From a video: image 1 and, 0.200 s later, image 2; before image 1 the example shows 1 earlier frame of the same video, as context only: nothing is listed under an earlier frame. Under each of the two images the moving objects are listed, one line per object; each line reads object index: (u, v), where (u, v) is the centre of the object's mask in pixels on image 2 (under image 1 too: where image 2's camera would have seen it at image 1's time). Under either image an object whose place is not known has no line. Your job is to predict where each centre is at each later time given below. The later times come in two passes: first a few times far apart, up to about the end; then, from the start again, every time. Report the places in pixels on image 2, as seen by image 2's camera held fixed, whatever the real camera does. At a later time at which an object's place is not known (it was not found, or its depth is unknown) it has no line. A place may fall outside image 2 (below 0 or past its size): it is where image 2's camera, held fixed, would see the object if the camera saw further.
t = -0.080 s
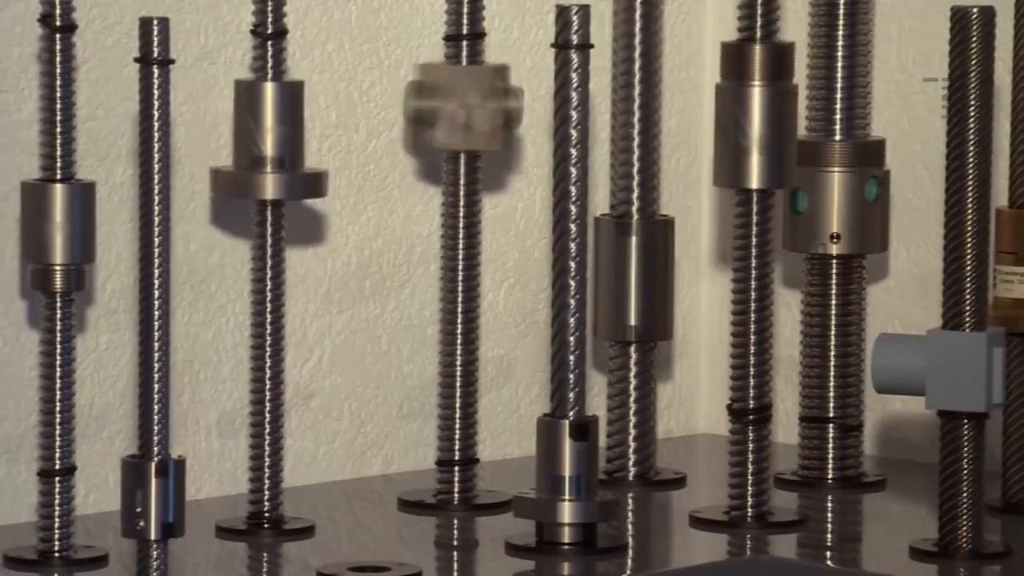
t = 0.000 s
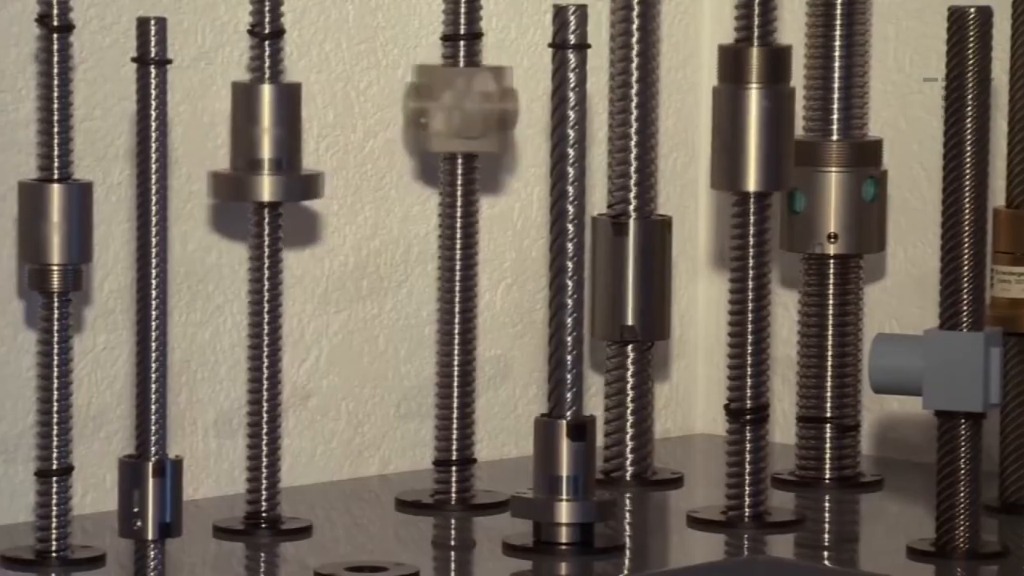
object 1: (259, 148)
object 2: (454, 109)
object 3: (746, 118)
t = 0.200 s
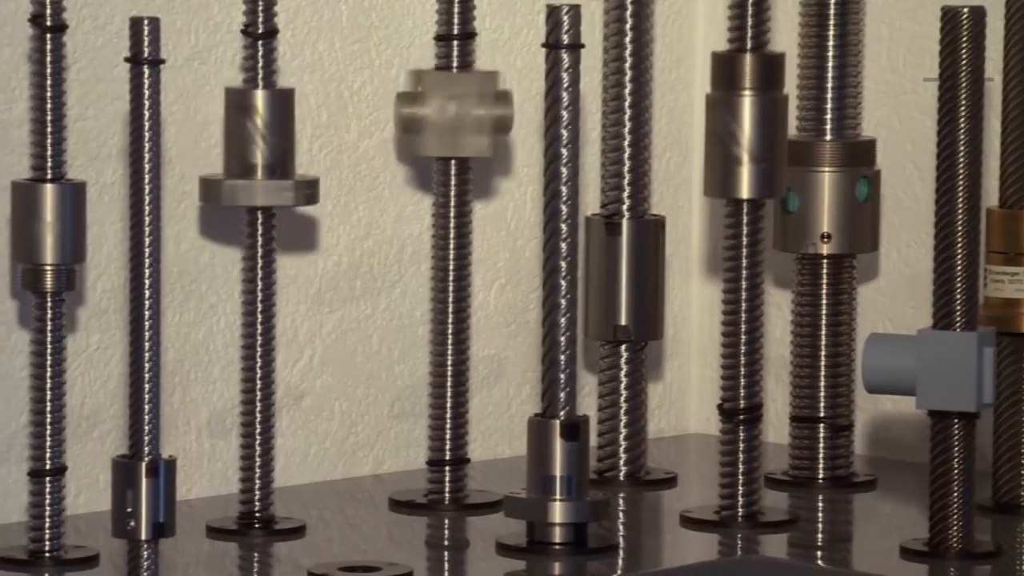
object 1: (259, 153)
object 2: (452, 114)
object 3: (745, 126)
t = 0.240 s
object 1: (259, 155)
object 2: (453, 115)
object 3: (746, 128)
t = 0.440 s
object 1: (259, 161)
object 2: (451, 120)
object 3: (745, 134)
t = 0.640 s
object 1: (260, 168)
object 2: (455, 126)
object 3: (744, 142)
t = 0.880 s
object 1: (260, 176)
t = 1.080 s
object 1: (261, 183)
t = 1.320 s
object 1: (261, 192)
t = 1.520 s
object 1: (262, 200)
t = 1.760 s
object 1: (262, 210)
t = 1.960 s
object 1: (263, 218)
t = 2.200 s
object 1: (263, 229)
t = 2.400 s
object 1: (264, 237)
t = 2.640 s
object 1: (264, 247)
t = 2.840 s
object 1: (265, 257)
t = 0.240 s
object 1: (259, 155)
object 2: (453, 115)
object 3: (746, 128)
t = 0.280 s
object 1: (259, 156)
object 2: (453, 116)
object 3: (746, 129)
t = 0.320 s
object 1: (259, 157)
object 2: (455, 117)
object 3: (745, 130)
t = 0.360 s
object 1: (259, 158)
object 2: (452, 119)
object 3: (745, 131)
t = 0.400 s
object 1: (259, 159)
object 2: (452, 120)
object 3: (745, 133)
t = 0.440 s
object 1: (259, 161)
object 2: (451, 120)
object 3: (745, 134)
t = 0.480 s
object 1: (259, 163)
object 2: (453, 121)
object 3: (745, 135)
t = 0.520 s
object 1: (260, 163)
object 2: (454, 122)
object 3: (745, 137)
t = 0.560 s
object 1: (260, 165)
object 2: (452, 125)
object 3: (745, 139)
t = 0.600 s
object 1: (260, 166)
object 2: (452, 124)
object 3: (744, 141)
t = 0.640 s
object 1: (260, 168)
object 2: (455, 126)
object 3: (744, 142)
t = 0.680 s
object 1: (260, 168)
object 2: (452, 127)
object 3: (745, 145)
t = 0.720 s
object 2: (451, 128)
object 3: (745, 145)
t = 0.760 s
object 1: (260, 171)
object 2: (452, 128)
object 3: (744, 146)
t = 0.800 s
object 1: (260, 173)
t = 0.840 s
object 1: (260, 174)
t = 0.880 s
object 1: (260, 176)
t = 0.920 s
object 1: (261, 177)
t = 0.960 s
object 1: (261, 179)
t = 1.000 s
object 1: (261, 180)
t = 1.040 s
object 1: (261, 182)
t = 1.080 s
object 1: (261, 183)
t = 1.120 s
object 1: (261, 185)
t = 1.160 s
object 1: (261, 187)
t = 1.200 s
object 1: (261, 188)
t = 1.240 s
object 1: (261, 189)
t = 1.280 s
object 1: (261, 190)
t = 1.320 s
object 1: (261, 192)
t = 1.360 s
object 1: (261, 194)
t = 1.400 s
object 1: (261, 195)
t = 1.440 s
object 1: (261, 197)
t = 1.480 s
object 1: (261, 199)
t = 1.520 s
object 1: (262, 200)
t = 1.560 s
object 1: (262, 202)
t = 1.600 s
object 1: (262, 203)
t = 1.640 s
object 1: (262, 204)
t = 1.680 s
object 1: (262, 207)
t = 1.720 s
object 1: (262, 208)
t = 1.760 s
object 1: (262, 210)
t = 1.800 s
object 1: (262, 211)
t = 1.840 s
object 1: (263, 213)
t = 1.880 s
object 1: (263, 214)
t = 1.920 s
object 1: (262, 216)
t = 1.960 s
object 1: (263, 218)
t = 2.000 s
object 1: (262, 220)
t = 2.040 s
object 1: (263, 221)
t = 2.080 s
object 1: (263, 223)
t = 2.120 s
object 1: (263, 225)
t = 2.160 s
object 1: (263, 226)
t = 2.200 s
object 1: (263, 229)
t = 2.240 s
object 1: (263, 231)
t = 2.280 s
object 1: (263, 232)
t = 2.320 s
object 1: (264, 234)
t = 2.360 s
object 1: (264, 235)
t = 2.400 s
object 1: (264, 237)
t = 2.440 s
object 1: (264, 239)
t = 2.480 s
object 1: (263, 241)
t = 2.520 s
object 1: (263, 243)
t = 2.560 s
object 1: (264, 244)
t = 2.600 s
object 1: (264, 246)
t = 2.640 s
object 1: (264, 247)
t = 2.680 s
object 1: (264, 249)
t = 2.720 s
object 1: (264, 251)
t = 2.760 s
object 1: (264, 253)
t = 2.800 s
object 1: (264, 255)
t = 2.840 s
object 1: (265, 257)
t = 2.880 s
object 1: (265, 259)
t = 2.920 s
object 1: (265, 261)
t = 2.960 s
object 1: (265, 263)
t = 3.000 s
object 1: (265, 265)
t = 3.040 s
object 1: (265, 266)
